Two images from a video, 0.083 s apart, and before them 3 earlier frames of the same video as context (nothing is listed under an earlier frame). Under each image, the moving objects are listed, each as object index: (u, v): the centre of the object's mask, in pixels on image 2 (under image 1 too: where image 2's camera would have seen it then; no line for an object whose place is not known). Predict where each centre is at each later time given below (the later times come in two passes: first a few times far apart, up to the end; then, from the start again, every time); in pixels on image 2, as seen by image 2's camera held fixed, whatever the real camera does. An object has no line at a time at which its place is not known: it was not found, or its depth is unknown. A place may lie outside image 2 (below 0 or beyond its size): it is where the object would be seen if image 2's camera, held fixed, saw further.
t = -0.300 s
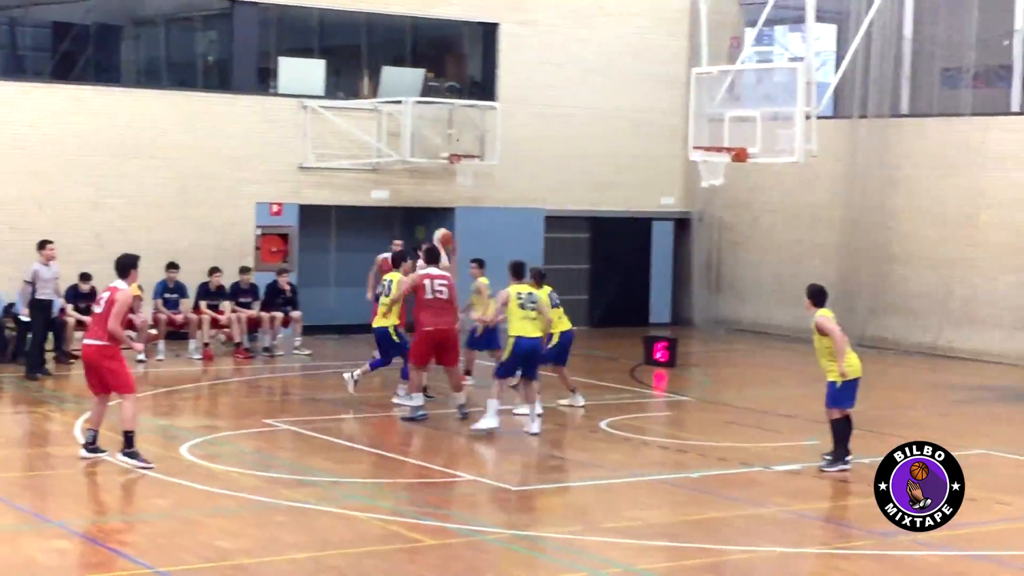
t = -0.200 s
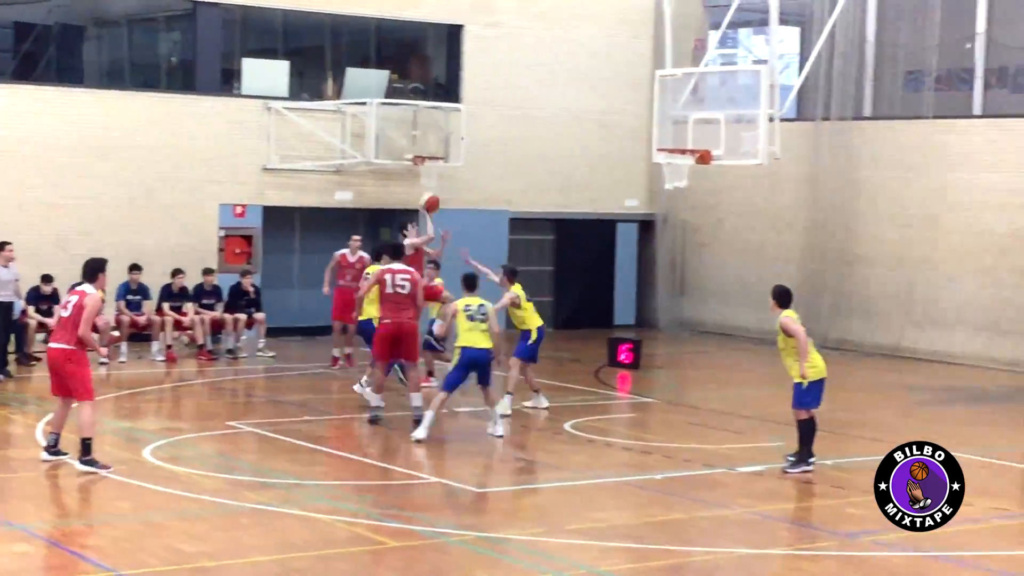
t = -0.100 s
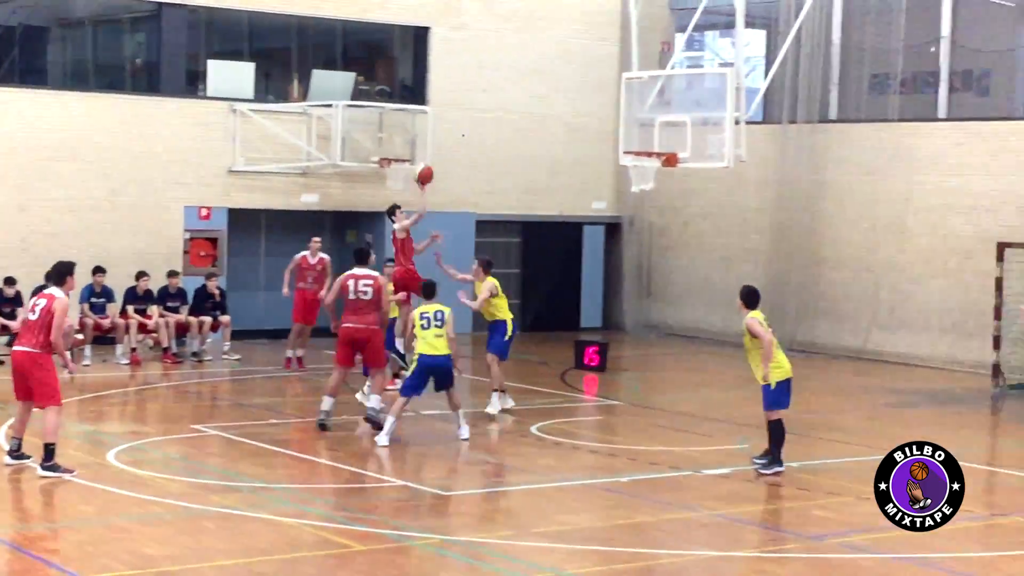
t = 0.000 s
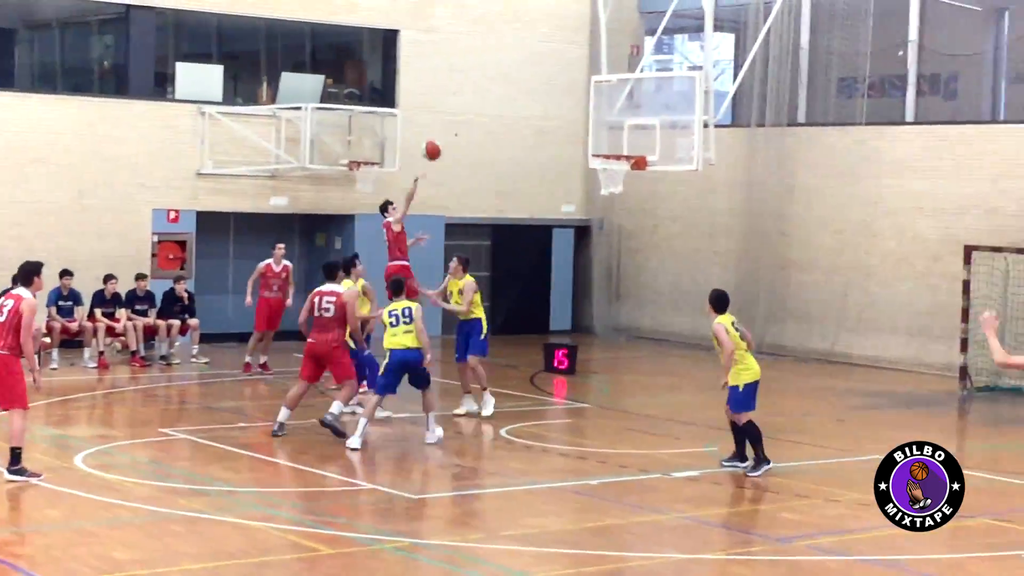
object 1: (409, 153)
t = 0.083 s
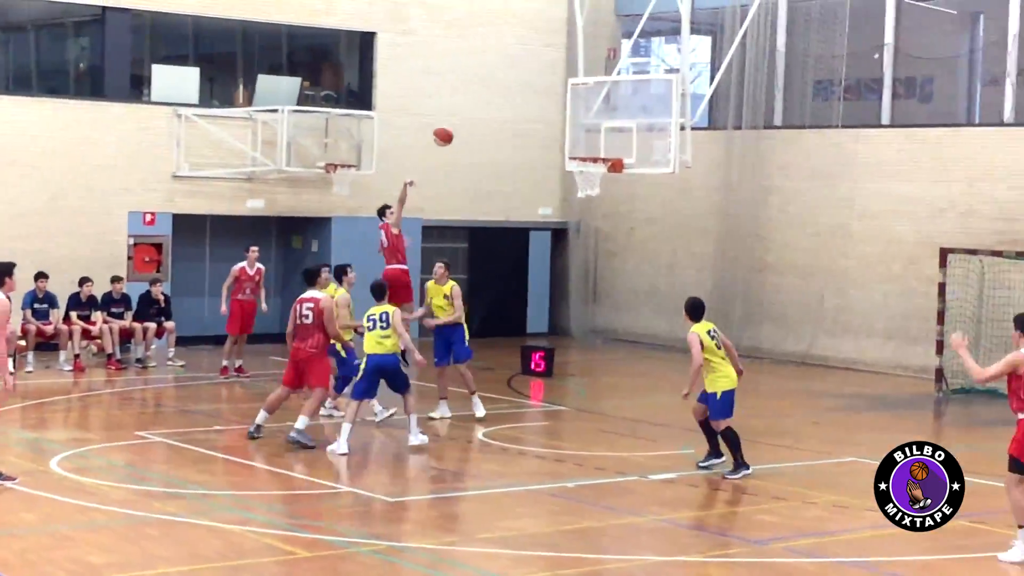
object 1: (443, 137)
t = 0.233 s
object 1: (505, 121)
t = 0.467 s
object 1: (588, 133)
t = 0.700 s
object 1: (585, 170)
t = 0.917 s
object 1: (575, 185)
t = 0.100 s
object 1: (449, 134)
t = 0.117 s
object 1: (456, 131)
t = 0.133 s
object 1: (463, 129)
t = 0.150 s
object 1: (470, 127)
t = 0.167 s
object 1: (477, 126)
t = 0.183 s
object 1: (484, 124)
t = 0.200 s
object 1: (491, 123)
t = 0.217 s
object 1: (498, 122)
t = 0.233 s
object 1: (505, 121)
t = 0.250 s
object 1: (511, 120)
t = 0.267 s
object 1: (518, 120)
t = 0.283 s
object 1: (525, 120)
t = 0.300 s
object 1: (533, 120)
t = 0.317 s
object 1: (539, 121)
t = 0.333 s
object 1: (547, 121)
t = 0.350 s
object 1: (553, 121)
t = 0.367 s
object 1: (559, 123)
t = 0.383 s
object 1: (566, 124)
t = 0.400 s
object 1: (573, 126)
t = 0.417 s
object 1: (580, 127)
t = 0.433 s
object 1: (587, 130)
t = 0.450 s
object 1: (588, 131)
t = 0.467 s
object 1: (588, 133)
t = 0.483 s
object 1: (588, 135)
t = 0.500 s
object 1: (589, 138)
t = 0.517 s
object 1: (589, 141)
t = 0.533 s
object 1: (589, 144)
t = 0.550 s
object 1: (589, 146)
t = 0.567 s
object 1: (589, 148)
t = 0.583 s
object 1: (589, 154)
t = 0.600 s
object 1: (589, 158)
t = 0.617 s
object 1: (590, 162)
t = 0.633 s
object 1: (589, 167)
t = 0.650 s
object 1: (589, 169)
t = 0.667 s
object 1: (588, 170)
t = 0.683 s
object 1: (586, 170)
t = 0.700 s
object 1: (585, 170)
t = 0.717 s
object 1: (585, 169)
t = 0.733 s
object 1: (585, 170)
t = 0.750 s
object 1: (582, 172)
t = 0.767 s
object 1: (581, 172)
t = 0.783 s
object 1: (580, 172)
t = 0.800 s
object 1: (579, 172)
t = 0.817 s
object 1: (578, 172)
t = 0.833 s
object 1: (577, 173)
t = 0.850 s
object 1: (576, 174)
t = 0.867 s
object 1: (576, 175)
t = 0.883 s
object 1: (576, 181)
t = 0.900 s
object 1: (575, 183)
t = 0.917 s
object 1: (575, 185)
